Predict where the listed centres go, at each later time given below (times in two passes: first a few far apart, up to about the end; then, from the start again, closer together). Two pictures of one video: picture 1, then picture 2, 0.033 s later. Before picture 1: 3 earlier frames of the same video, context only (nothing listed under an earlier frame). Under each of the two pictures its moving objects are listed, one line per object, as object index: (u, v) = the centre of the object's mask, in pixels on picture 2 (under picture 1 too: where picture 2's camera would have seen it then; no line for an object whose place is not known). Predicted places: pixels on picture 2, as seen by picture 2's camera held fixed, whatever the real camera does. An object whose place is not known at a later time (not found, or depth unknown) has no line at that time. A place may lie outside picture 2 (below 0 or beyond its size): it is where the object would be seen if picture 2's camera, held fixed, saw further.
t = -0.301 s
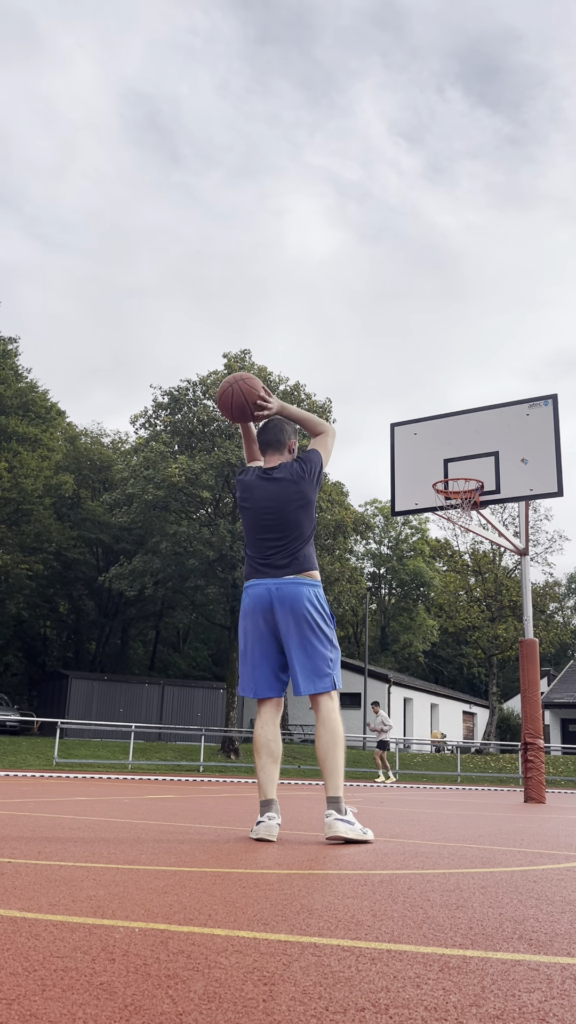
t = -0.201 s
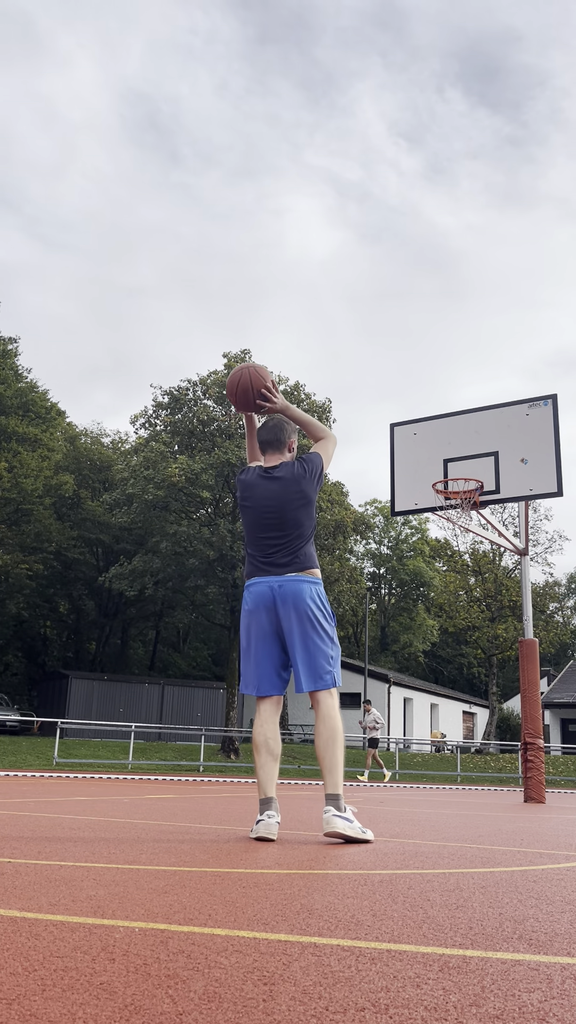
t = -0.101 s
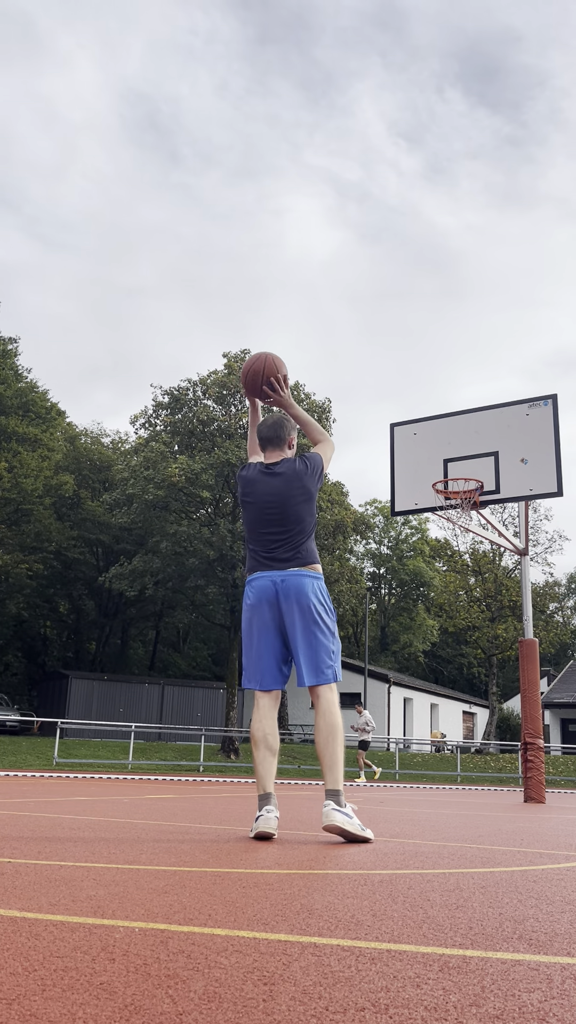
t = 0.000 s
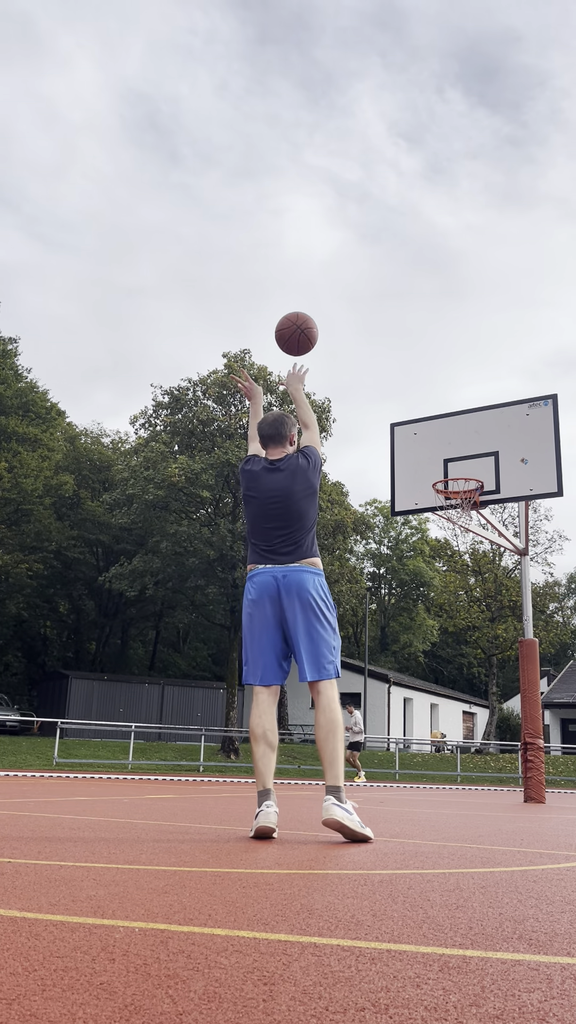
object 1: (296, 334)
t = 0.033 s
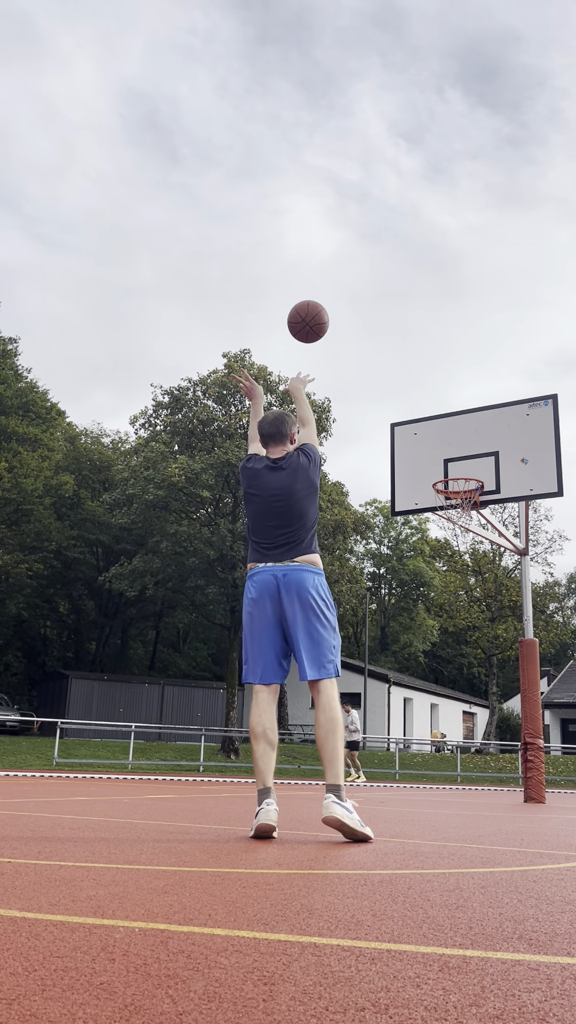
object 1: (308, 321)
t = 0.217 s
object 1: (359, 294)
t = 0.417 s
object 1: (399, 316)
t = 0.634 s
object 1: (431, 380)
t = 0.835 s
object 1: (454, 465)
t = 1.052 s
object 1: (454, 520)
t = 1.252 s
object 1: (439, 558)
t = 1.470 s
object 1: (424, 655)
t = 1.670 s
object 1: (410, 788)
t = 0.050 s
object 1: (314, 316)
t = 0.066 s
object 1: (319, 312)
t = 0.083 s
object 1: (324, 308)
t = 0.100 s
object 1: (329, 305)
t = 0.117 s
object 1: (334, 302)
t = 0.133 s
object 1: (338, 299)
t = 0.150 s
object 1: (342, 297)
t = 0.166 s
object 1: (347, 296)
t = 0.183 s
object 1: (351, 295)
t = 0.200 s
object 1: (355, 294)
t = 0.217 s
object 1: (359, 294)
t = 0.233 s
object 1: (363, 294)
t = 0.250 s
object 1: (366, 294)
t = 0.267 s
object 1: (370, 295)
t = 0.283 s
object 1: (374, 296)
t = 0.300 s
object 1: (377, 298)
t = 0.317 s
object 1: (380, 300)
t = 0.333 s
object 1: (384, 302)
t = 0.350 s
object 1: (387, 304)
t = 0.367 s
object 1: (390, 307)
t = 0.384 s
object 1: (393, 310)
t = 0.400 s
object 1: (396, 313)
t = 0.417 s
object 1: (399, 316)
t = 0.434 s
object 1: (401, 320)
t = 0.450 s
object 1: (404, 324)
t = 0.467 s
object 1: (407, 328)
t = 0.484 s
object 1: (410, 332)
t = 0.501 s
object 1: (412, 337)
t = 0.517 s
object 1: (415, 341)
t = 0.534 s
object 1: (417, 346)
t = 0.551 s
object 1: (419, 351)
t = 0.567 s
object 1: (422, 357)
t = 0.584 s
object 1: (424, 362)
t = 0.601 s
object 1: (426, 368)
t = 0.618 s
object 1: (429, 374)
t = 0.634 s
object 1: (431, 380)
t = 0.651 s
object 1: (433, 386)
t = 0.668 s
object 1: (435, 392)
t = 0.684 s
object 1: (437, 399)
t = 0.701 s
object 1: (439, 406)
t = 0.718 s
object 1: (441, 413)
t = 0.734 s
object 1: (443, 420)
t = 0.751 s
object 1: (445, 427)
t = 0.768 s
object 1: (447, 434)
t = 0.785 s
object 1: (449, 442)
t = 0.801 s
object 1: (451, 449)
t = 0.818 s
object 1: (453, 457)
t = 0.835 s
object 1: (454, 465)
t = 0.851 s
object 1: (456, 473)
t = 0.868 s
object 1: (458, 482)
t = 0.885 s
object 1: (460, 490)
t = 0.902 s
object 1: (461, 498)
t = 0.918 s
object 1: (462, 504)
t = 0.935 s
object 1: (461, 509)
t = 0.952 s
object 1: (460, 513)
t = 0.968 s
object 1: (459, 514)
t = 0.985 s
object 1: (458, 514)
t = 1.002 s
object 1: (457, 514)
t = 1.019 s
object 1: (456, 515)
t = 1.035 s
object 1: (454, 515)
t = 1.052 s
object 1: (454, 520)
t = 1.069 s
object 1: (452, 521)
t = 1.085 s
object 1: (451, 522)
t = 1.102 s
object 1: (450, 524)
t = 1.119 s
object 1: (449, 527)
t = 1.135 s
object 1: (447, 530)
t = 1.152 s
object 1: (446, 533)
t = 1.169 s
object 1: (445, 536)
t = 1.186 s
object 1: (444, 540)
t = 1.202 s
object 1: (443, 544)
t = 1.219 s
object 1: (442, 548)
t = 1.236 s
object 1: (440, 553)
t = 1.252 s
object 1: (439, 558)
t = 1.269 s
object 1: (439, 564)
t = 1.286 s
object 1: (437, 569)
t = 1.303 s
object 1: (435, 575)
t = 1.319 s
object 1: (435, 581)
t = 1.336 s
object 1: (434, 588)
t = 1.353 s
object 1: (432, 595)
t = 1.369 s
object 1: (431, 602)
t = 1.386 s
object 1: (430, 610)
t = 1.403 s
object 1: (429, 618)
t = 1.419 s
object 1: (427, 627)
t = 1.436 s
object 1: (426, 636)
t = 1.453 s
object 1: (425, 645)
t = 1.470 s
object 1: (424, 655)
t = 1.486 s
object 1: (423, 665)
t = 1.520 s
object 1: (420, 687)
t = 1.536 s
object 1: (419, 698)
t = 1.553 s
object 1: (417, 711)
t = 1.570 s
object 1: (416, 723)
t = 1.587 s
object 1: (415, 736)
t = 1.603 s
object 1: (414, 749)
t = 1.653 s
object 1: (410, 793)
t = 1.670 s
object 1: (410, 788)
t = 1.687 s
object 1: (410, 778)
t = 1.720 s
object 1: (410, 757)
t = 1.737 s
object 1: (410, 748)
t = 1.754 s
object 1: (410, 738)
